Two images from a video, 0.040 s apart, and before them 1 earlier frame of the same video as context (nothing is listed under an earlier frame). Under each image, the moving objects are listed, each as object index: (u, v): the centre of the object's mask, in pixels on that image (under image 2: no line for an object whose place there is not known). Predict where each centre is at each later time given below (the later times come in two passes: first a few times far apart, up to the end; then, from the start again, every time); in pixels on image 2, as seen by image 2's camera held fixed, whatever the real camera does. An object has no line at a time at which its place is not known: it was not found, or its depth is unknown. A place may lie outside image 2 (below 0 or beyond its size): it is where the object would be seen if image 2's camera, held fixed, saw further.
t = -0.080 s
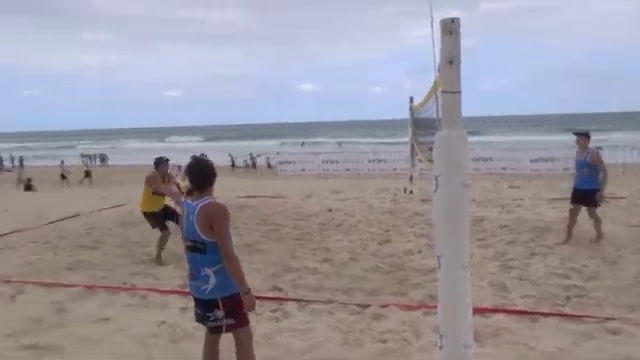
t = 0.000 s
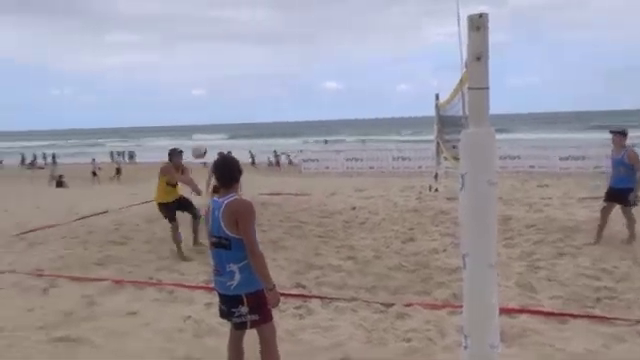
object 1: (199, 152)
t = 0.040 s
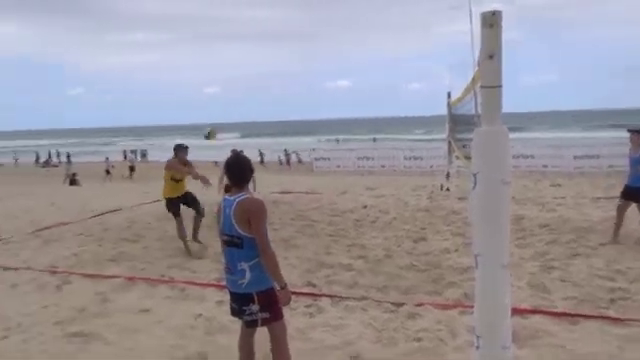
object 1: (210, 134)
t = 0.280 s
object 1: (206, 59)
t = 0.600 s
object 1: (203, 25)
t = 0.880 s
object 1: (204, 46)
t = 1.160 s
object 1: (210, 105)
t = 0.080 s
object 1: (209, 118)
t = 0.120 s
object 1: (209, 104)
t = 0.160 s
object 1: (208, 90)
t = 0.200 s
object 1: (208, 79)
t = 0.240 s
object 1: (207, 68)
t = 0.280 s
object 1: (206, 59)
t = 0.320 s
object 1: (206, 51)
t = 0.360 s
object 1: (205, 45)
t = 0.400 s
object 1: (205, 39)
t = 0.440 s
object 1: (204, 34)
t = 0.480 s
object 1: (204, 30)
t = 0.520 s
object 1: (204, 27)
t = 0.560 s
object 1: (203, 26)
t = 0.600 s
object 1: (203, 25)
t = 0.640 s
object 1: (203, 25)
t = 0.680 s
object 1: (203, 26)
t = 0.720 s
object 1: (203, 28)
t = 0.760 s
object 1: (203, 32)
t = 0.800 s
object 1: (202, 38)
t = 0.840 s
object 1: (203, 40)
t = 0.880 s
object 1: (204, 46)
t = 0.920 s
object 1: (204, 52)
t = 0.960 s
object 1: (205, 58)
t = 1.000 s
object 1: (206, 67)
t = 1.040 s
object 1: (206, 76)
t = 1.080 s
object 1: (207, 85)
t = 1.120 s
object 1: (208, 95)
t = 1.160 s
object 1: (210, 105)
